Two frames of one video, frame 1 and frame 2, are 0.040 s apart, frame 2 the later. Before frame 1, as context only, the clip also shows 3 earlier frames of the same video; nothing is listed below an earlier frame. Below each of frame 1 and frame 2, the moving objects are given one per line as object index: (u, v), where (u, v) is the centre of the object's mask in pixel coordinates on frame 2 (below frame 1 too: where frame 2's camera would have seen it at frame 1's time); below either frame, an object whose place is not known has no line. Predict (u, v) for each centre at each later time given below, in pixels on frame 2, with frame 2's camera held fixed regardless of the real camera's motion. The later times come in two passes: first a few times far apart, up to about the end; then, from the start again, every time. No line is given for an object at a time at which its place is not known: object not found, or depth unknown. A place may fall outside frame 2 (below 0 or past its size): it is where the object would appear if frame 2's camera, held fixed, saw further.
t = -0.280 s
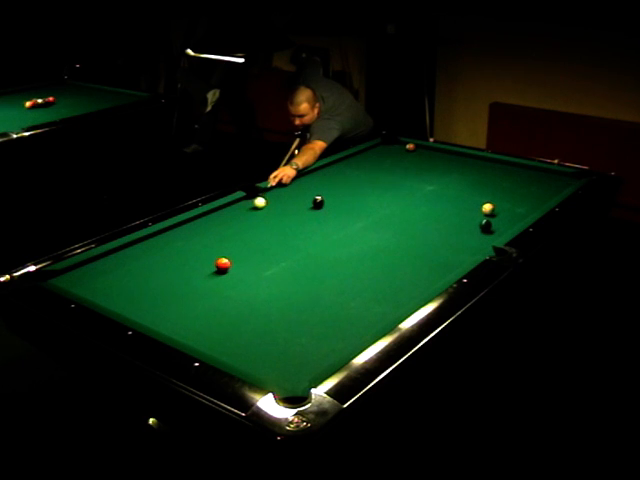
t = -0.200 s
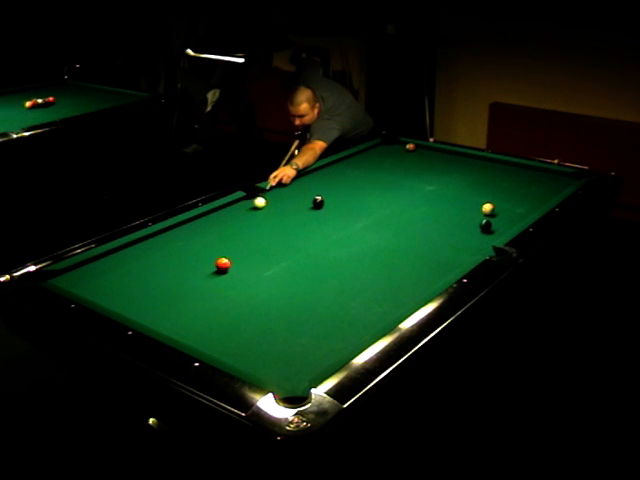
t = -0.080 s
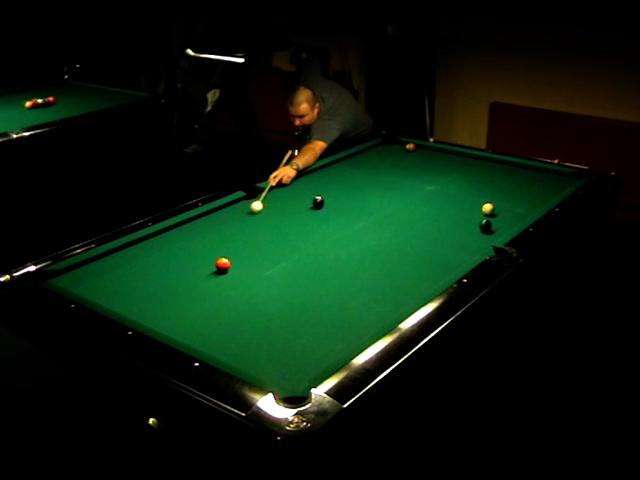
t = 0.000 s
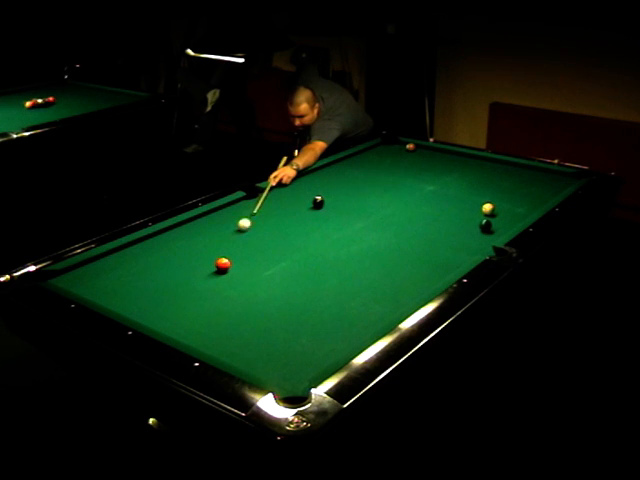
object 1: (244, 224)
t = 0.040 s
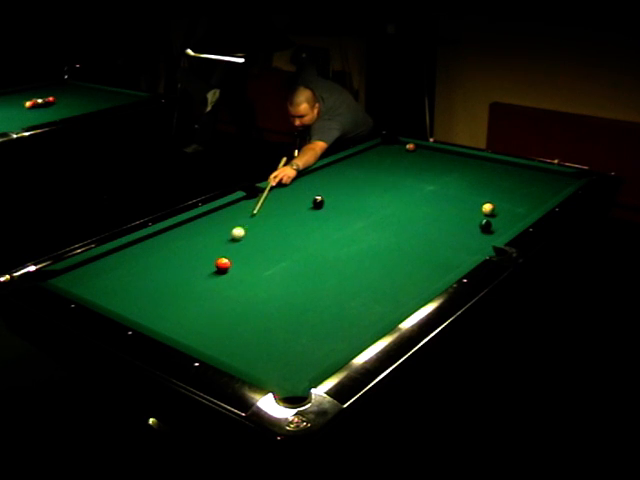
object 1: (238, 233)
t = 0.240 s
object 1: (195, 264)
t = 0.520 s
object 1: (119, 286)
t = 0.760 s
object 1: (96, 284)
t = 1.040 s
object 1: (107, 261)
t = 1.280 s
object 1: (127, 251)
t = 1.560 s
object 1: (160, 245)
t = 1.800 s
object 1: (187, 241)
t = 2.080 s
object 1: (216, 237)
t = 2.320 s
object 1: (239, 234)
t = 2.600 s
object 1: (264, 230)
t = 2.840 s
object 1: (284, 227)
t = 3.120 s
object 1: (306, 224)
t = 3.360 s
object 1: (323, 221)
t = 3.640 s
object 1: (341, 218)
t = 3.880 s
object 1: (355, 217)
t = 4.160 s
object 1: (370, 214)
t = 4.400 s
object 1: (381, 212)
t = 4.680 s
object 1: (393, 211)
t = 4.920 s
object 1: (402, 209)
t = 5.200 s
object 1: (412, 208)
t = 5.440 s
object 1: (418, 207)
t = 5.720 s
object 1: (424, 206)
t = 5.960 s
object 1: (429, 205)
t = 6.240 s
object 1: (432, 204)
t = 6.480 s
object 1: (434, 204)
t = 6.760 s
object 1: (435, 204)
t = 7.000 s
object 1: (436, 204)
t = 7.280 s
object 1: (436, 204)
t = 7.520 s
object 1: (436, 204)
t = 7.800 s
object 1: (436, 204)
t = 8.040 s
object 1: (436, 204)
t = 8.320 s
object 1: (436, 204)
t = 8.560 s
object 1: (436, 204)
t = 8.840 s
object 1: (436, 204)
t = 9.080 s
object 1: (436, 204)
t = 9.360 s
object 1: (436, 204)
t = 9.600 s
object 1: (436, 204)
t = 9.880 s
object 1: (436, 204)
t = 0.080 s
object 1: (231, 242)
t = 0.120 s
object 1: (225, 251)
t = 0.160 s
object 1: (216, 257)
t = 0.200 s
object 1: (206, 261)
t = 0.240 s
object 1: (195, 264)
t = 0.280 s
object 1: (184, 267)
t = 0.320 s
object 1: (174, 270)
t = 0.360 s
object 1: (163, 273)
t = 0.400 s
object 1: (153, 276)
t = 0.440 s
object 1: (142, 280)
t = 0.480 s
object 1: (130, 283)
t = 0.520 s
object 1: (119, 286)
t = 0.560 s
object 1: (108, 290)
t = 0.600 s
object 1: (97, 293)
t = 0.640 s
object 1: (90, 294)
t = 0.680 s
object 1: (92, 291)
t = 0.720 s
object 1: (94, 287)
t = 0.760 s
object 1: (96, 284)
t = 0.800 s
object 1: (98, 280)
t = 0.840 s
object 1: (100, 277)
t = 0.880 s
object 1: (101, 274)
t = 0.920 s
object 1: (103, 270)
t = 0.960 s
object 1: (104, 267)
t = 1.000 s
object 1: (106, 264)
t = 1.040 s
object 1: (107, 261)
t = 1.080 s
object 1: (109, 259)
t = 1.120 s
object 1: (110, 256)
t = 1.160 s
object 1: (112, 253)
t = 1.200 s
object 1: (117, 252)
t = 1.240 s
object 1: (121, 251)
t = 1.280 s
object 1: (127, 251)
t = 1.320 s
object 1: (132, 250)
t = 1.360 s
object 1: (136, 249)
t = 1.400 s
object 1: (141, 248)
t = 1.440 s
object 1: (146, 247)
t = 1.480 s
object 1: (151, 247)
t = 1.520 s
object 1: (155, 246)
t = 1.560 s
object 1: (160, 245)
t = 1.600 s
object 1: (165, 245)
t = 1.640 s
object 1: (169, 244)
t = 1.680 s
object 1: (174, 243)
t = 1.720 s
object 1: (178, 243)
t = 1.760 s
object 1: (182, 242)
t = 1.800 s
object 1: (187, 241)
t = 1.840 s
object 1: (191, 241)
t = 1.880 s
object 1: (195, 240)
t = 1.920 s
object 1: (199, 239)
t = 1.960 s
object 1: (203, 239)
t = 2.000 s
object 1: (208, 238)
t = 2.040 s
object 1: (212, 238)
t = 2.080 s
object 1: (216, 237)
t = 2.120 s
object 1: (220, 236)
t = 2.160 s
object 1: (224, 236)
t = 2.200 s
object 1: (227, 235)
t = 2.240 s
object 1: (231, 235)
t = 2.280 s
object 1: (235, 234)
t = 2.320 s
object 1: (239, 234)
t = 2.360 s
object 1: (243, 233)
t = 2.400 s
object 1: (247, 232)
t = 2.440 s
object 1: (250, 232)
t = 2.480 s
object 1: (254, 232)
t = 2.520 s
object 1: (257, 231)
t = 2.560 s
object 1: (261, 230)
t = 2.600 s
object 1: (264, 230)
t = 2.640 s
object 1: (267, 229)
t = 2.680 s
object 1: (271, 229)
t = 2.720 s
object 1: (274, 228)
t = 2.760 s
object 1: (278, 228)
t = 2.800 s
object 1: (281, 227)
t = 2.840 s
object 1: (284, 227)
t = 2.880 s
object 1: (287, 226)
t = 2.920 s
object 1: (290, 226)
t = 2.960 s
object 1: (293, 225)
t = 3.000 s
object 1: (296, 225)
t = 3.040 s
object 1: (300, 224)
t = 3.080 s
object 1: (303, 224)
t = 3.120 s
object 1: (306, 224)
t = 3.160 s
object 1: (309, 223)
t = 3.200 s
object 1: (311, 223)
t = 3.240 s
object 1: (314, 222)
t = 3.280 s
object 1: (317, 222)
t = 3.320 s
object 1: (320, 221)
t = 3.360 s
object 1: (323, 221)
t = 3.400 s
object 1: (325, 221)
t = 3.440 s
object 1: (328, 220)
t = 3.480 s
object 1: (331, 220)
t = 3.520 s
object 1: (333, 220)
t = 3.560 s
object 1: (336, 219)
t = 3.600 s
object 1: (338, 219)
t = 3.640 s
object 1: (341, 218)
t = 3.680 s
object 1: (343, 218)
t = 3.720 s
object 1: (345, 218)
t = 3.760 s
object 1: (348, 217)
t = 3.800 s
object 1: (350, 217)
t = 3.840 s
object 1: (353, 217)
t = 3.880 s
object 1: (355, 217)
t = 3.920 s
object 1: (357, 216)
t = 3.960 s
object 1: (359, 216)
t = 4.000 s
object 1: (361, 216)
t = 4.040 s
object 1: (364, 215)
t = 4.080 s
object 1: (366, 215)
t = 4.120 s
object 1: (368, 215)
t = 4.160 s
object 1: (370, 214)
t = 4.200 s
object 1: (372, 214)
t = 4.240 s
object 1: (374, 214)
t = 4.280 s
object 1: (376, 213)
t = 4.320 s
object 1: (378, 213)
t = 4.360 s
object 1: (380, 213)
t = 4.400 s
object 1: (381, 212)
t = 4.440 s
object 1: (383, 212)
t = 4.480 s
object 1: (385, 212)
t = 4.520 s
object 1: (387, 212)
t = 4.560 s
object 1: (389, 212)
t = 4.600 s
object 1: (390, 211)
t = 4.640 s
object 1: (392, 211)
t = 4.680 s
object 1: (393, 211)
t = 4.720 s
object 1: (395, 210)
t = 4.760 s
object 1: (397, 210)
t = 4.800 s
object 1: (398, 210)
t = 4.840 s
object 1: (399, 210)
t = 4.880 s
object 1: (401, 210)
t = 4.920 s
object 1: (402, 209)
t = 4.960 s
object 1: (404, 209)
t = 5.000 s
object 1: (405, 209)
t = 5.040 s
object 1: (407, 209)
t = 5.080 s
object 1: (408, 209)
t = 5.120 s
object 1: (409, 208)
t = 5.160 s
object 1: (410, 208)
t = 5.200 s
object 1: (412, 208)
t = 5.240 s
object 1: (413, 208)
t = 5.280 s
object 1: (414, 208)
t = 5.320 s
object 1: (415, 208)
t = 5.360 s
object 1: (416, 207)
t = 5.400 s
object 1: (417, 207)
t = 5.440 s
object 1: (418, 207)
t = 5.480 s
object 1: (419, 207)
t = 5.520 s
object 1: (420, 207)
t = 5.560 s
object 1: (421, 207)
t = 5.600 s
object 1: (422, 206)
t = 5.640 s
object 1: (423, 206)
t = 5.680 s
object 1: (424, 206)
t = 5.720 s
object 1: (424, 206)
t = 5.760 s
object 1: (425, 206)
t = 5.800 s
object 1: (426, 205)
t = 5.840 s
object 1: (427, 205)
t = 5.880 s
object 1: (427, 205)
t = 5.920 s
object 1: (428, 205)
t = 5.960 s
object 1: (429, 205)
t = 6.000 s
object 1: (429, 205)
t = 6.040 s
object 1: (430, 205)
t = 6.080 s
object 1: (430, 205)
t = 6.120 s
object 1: (431, 205)
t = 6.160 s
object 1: (431, 204)
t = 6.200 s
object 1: (432, 204)
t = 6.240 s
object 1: (432, 204)
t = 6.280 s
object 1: (433, 204)
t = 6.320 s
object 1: (433, 204)
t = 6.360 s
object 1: (433, 204)
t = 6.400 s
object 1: (434, 204)
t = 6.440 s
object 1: (434, 204)
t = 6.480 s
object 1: (434, 204)
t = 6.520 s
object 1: (435, 204)
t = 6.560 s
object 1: (435, 204)
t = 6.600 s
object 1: (435, 204)
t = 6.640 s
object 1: (435, 204)
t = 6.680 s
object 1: (435, 204)
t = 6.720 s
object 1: (435, 204)
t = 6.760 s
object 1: (435, 204)
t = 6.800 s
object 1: (436, 204)
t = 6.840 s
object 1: (436, 204)
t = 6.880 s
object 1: (436, 204)
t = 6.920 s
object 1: (436, 204)
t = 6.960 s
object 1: (436, 204)
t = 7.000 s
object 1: (436, 204)
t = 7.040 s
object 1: (436, 204)
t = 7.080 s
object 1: (436, 204)
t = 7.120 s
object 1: (436, 204)
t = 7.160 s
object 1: (436, 204)
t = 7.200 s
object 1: (436, 204)
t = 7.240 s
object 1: (436, 204)
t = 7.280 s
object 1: (436, 204)
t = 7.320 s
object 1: (436, 204)
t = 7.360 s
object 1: (436, 204)
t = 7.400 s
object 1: (436, 204)
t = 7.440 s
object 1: (436, 204)
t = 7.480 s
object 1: (436, 204)
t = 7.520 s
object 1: (436, 204)
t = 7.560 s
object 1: (436, 204)
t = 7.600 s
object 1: (436, 204)
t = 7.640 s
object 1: (436, 204)
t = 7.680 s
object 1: (436, 204)
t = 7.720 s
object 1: (436, 204)
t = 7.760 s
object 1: (436, 204)
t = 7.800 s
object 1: (436, 204)
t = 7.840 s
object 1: (436, 204)
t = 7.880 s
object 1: (436, 204)
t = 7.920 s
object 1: (436, 204)
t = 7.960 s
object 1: (436, 204)
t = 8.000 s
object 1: (436, 204)
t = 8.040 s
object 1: (436, 204)
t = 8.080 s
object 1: (436, 204)
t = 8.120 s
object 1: (436, 204)
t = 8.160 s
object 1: (436, 204)
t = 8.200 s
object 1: (436, 204)
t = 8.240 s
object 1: (436, 204)
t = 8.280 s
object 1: (436, 204)
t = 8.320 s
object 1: (436, 204)
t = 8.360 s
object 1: (436, 204)
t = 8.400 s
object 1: (436, 204)
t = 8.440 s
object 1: (436, 204)
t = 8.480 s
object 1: (436, 204)
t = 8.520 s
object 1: (436, 204)
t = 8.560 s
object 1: (436, 204)
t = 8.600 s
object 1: (436, 204)
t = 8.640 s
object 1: (436, 204)
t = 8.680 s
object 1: (436, 204)
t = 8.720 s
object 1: (436, 204)
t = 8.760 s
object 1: (436, 204)
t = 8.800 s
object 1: (436, 204)
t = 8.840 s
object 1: (436, 204)
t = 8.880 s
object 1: (436, 204)
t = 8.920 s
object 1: (436, 204)
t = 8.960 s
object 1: (436, 204)
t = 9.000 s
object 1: (436, 204)
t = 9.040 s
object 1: (436, 204)
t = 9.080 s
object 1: (436, 204)
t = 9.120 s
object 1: (436, 204)
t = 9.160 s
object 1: (436, 204)
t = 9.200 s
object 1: (436, 204)
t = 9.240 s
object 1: (436, 204)
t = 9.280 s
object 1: (436, 204)
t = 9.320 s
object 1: (436, 204)
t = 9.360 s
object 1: (436, 204)
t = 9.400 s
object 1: (436, 204)
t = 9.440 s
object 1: (436, 204)
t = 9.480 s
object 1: (436, 204)
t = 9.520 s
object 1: (436, 204)
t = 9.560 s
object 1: (436, 204)
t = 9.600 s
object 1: (436, 204)
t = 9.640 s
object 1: (436, 204)
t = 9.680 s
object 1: (436, 204)
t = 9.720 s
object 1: (436, 204)
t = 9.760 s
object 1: (436, 204)
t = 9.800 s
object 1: (436, 204)
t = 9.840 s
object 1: (436, 204)
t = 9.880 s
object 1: (436, 204)
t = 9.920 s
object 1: (436, 204)
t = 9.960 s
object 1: (436, 204)
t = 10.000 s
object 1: (436, 204)
